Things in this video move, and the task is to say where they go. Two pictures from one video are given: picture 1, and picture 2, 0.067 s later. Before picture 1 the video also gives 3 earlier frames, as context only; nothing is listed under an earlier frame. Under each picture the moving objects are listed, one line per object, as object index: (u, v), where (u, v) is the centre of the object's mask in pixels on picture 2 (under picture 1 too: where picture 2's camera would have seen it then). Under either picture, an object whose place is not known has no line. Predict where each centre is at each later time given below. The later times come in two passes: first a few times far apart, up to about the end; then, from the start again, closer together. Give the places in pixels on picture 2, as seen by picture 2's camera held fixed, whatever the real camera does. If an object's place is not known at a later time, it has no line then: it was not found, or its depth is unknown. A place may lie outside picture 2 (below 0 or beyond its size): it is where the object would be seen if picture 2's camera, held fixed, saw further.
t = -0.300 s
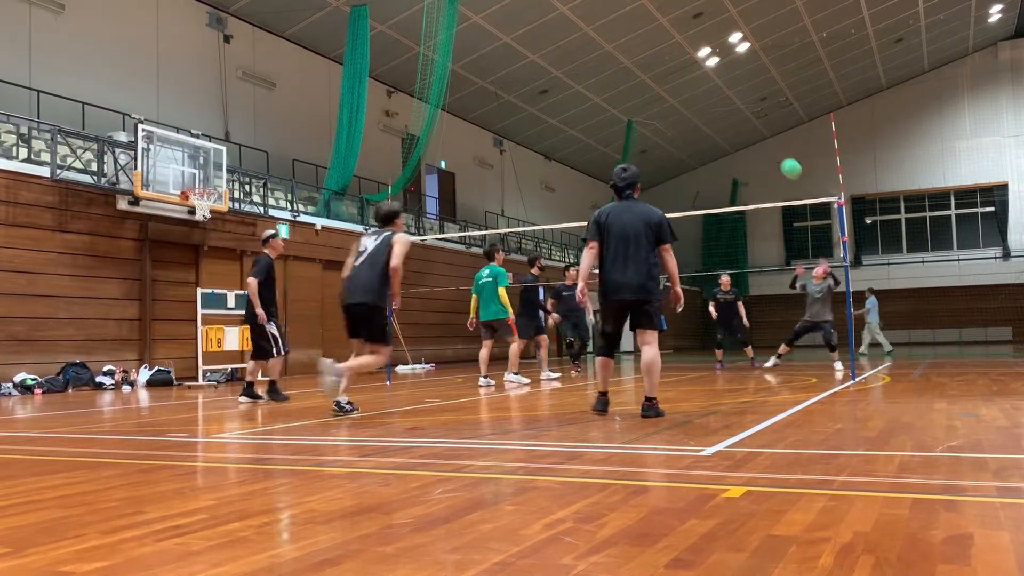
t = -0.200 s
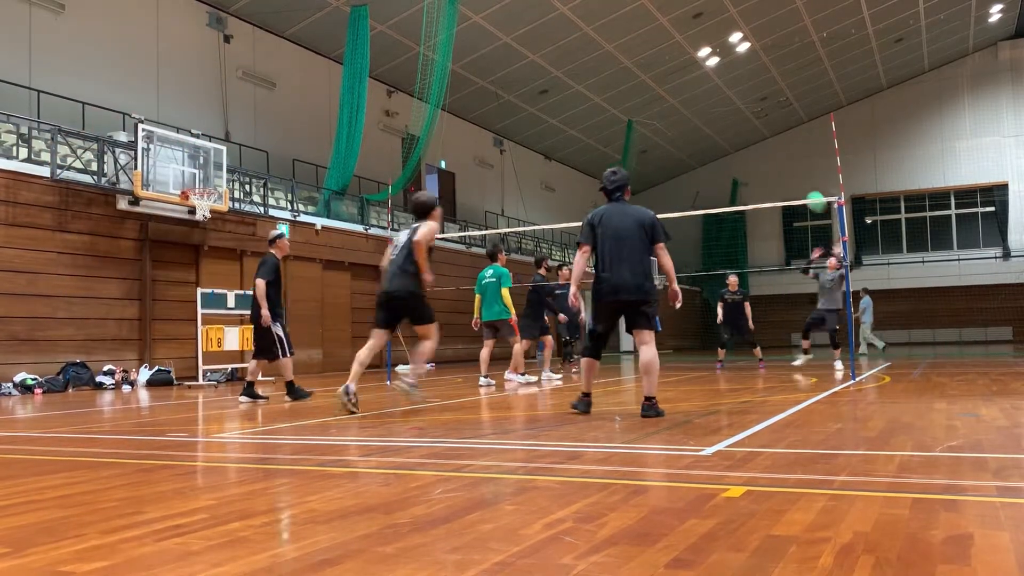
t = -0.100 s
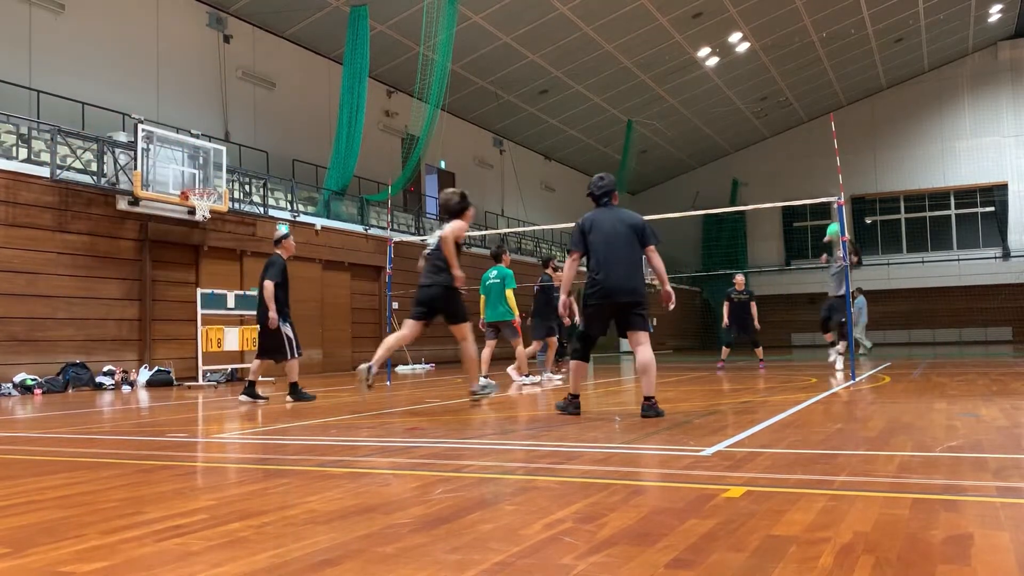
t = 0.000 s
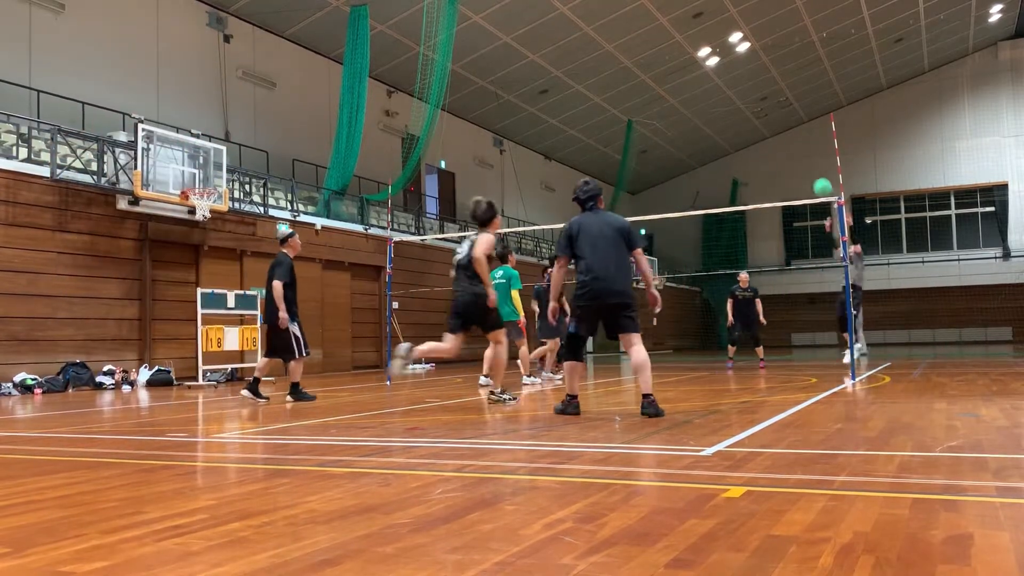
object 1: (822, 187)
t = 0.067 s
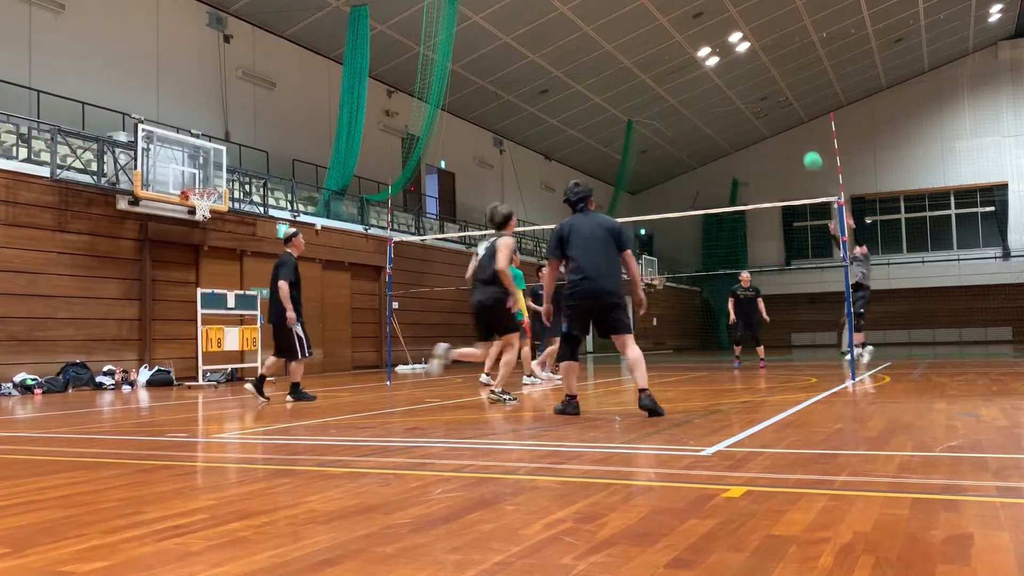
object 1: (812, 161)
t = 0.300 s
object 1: (779, 94)
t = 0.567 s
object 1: (745, 63)
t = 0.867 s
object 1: (711, 84)
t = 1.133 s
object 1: (683, 150)
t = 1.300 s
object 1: (668, 207)
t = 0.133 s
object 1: (802, 138)
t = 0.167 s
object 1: (798, 128)
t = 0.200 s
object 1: (793, 118)
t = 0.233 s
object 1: (788, 109)
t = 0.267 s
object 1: (784, 101)
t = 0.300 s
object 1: (779, 94)
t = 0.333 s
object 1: (775, 88)
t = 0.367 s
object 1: (770, 83)
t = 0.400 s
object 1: (766, 78)
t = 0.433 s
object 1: (762, 74)
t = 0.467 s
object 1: (757, 70)
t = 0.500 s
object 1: (753, 67)
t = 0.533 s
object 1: (749, 65)
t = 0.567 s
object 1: (745, 63)
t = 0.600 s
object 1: (741, 63)
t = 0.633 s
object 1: (737, 64)
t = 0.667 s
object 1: (733, 65)
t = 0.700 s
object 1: (729, 66)
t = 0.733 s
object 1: (725, 69)
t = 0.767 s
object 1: (721, 72)
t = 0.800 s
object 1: (718, 75)
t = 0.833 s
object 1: (714, 79)
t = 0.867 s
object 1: (711, 84)
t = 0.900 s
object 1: (707, 90)
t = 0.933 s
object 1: (703, 97)
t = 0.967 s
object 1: (700, 104)
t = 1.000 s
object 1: (696, 112)
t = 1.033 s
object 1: (693, 120)
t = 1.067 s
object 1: (690, 129)
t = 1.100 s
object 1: (686, 139)
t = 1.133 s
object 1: (683, 150)
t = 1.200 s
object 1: (677, 172)
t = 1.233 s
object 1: (674, 184)
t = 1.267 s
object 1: (670, 197)
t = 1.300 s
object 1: (668, 207)
